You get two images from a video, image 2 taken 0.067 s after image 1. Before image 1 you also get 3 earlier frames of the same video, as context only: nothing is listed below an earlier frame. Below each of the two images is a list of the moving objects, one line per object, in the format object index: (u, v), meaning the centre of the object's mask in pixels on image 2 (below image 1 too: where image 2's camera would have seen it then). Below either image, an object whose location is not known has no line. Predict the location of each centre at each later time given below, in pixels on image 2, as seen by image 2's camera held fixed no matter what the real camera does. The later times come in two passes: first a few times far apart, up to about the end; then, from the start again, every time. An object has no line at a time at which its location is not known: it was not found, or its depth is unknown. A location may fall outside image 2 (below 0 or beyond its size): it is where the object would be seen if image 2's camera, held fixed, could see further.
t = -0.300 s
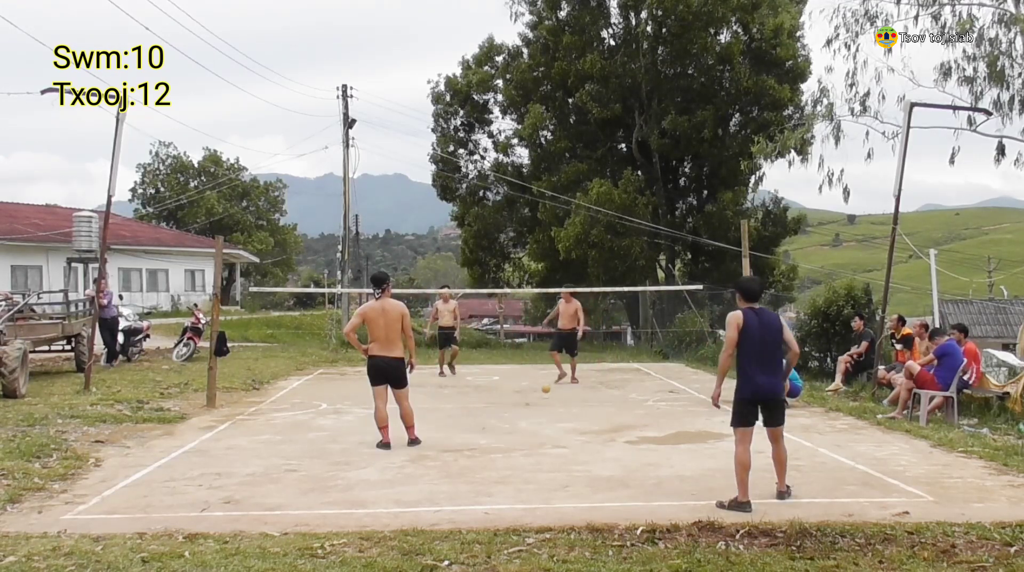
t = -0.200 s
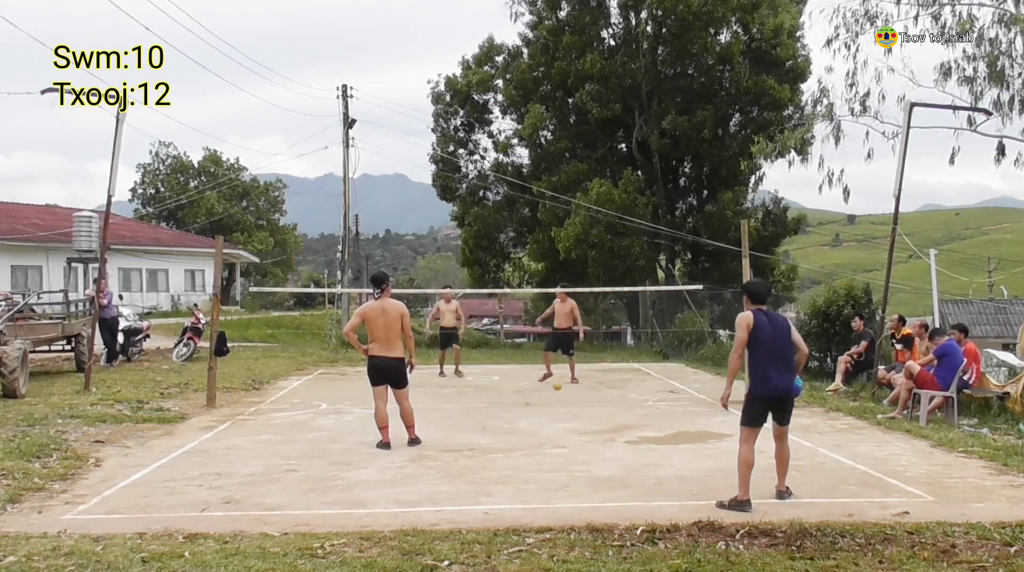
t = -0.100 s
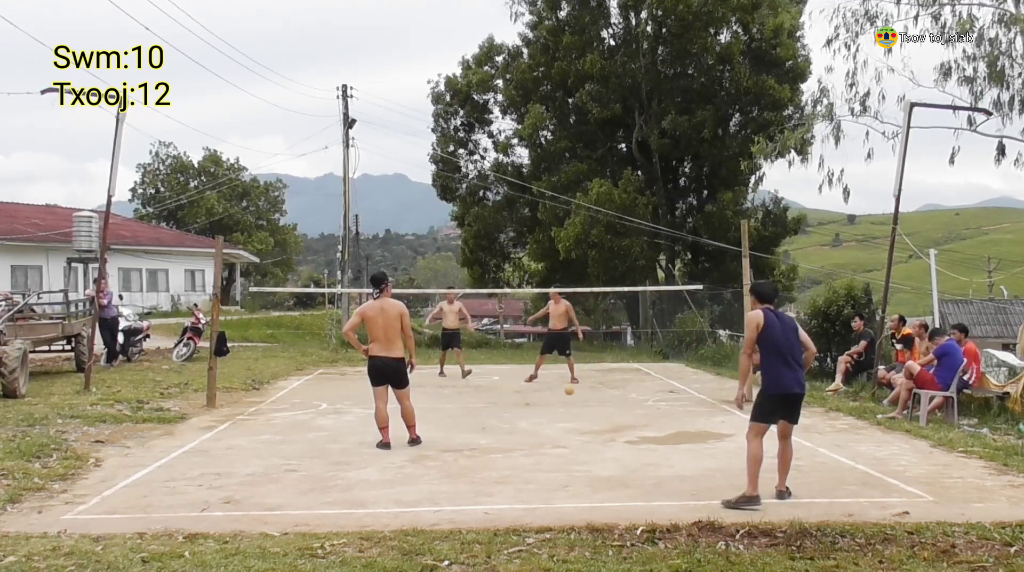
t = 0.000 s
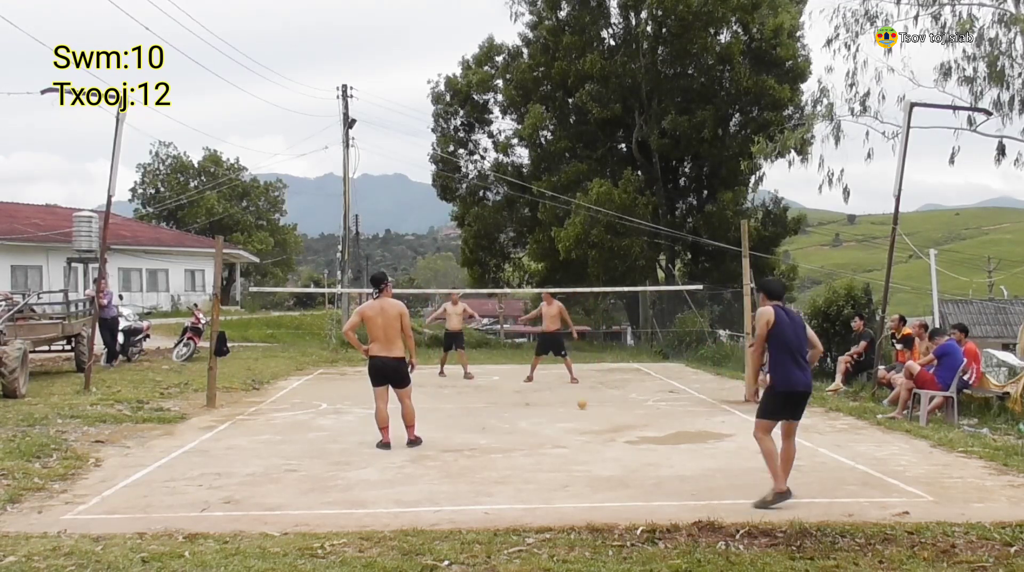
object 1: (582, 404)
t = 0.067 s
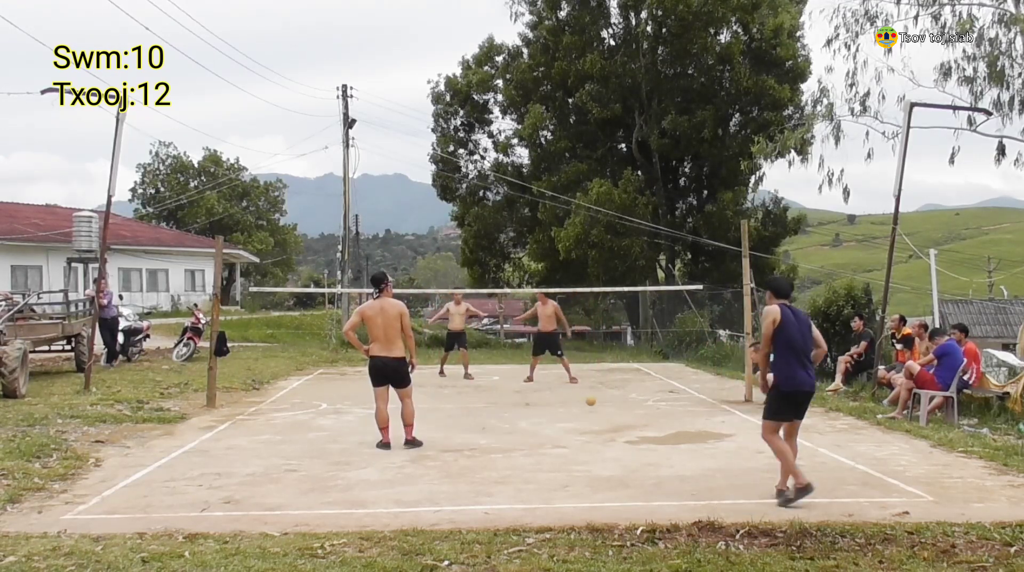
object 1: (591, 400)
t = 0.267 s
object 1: (620, 403)
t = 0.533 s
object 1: (661, 420)
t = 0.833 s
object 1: (720, 440)
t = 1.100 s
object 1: (779, 454)
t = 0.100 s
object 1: (595, 399)
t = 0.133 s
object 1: (600, 398)
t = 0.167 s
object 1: (604, 398)
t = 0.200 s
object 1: (609, 399)
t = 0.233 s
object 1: (614, 402)
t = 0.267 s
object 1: (620, 403)
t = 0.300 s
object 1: (623, 407)
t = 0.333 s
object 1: (628, 413)
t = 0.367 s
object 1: (634, 417)
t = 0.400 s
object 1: (639, 416)
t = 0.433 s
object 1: (644, 415)
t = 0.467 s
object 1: (650, 415)
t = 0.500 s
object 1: (656, 417)
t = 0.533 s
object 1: (661, 420)
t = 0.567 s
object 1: (667, 424)
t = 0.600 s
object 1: (674, 430)
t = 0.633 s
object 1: (680, 430)
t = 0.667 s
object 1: (686, 429)
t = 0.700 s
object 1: (692, 430)
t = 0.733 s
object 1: (699, 432)
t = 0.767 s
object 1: (705, 434)
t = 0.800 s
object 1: (712, 439)
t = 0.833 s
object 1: (720, 440)
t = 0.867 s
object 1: (726, 439)
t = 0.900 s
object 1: (733, 438)
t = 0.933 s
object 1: (740, 440)
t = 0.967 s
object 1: (747, 442)
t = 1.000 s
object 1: (755, 446)
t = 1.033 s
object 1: (763, 451)
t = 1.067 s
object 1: (771, 455)
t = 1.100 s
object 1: (779, 454)
